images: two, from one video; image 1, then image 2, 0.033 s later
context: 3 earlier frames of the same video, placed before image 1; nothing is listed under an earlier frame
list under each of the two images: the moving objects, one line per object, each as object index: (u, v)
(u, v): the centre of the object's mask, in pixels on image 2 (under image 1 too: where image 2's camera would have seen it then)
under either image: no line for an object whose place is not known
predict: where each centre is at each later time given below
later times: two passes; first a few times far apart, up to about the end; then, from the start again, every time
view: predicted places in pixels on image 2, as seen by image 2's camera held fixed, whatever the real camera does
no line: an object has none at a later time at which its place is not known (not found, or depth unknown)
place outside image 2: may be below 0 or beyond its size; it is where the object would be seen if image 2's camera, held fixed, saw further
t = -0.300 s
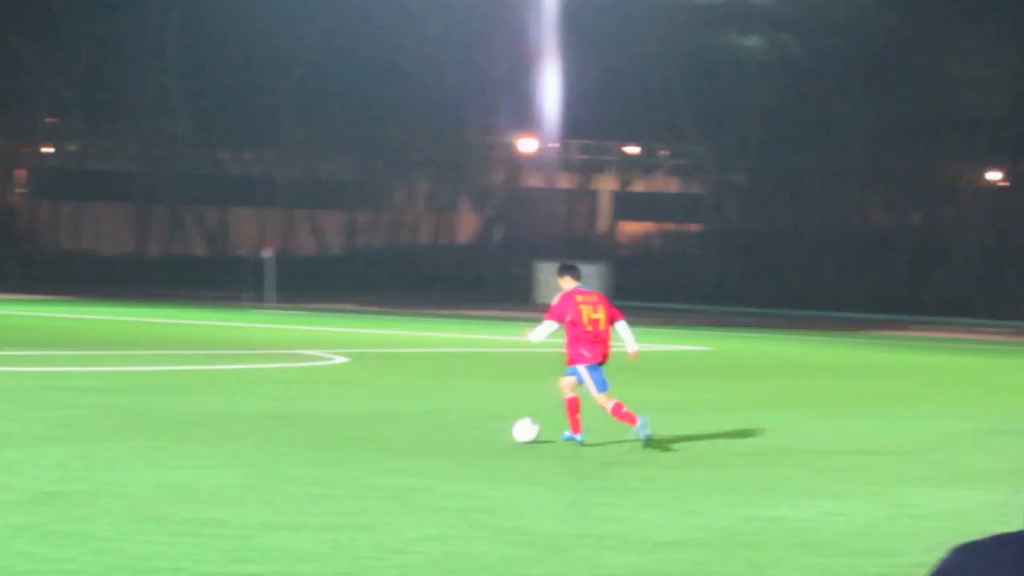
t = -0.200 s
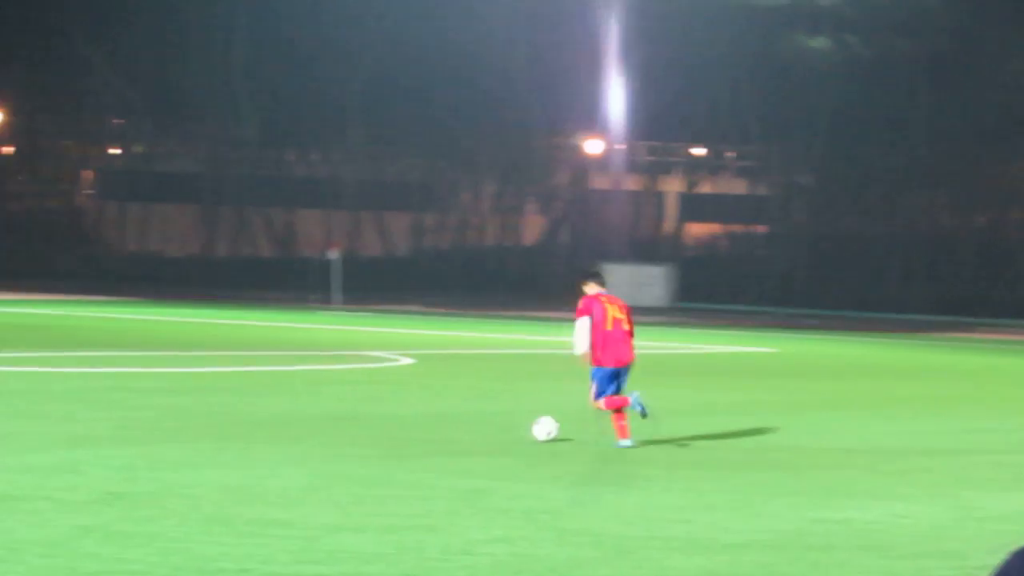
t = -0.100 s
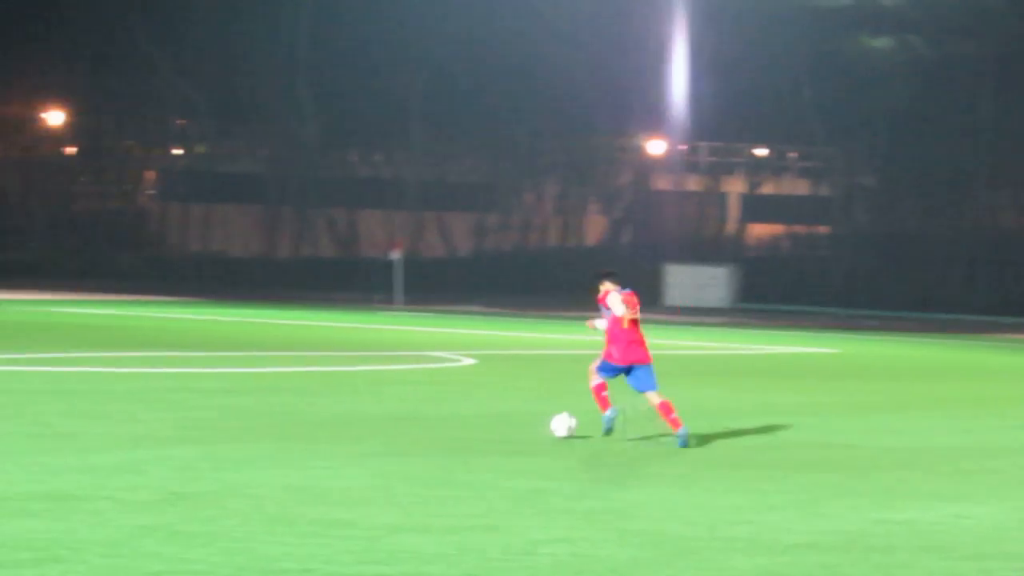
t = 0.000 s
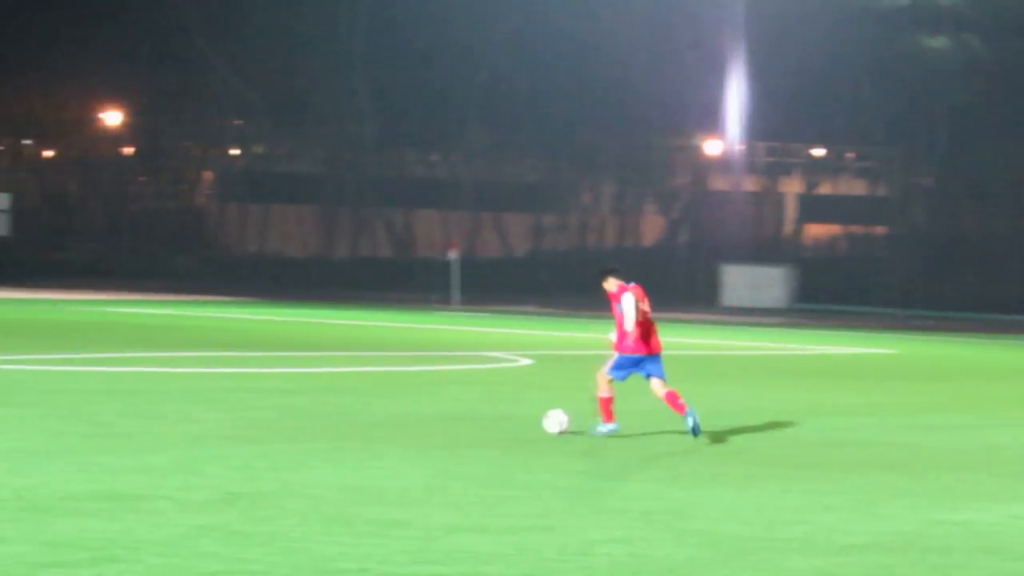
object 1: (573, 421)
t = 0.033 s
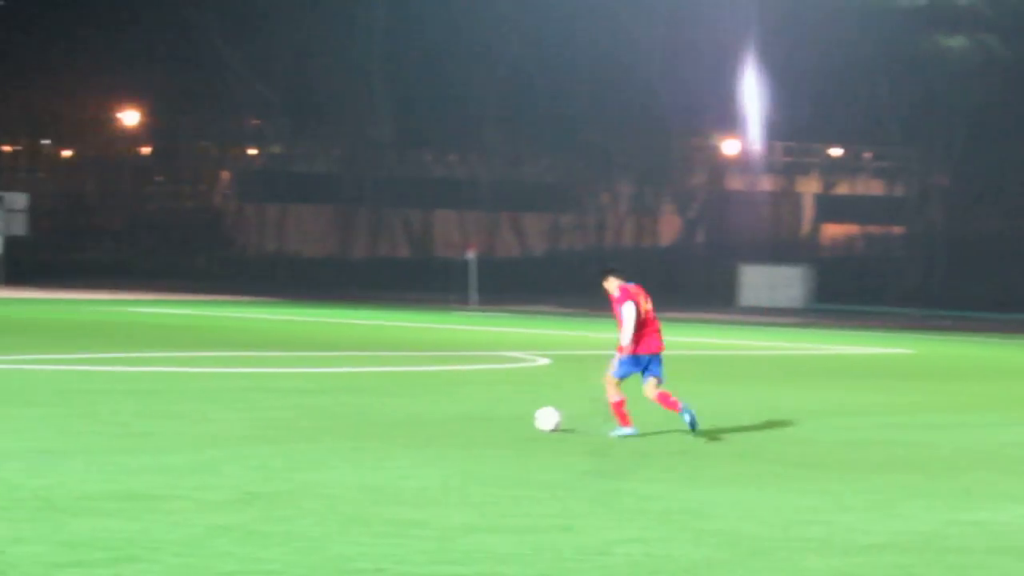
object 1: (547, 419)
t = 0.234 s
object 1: (406, 410)
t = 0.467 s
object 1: (273, 401)
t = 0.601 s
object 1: (208, 397)
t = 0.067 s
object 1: (521, 417)
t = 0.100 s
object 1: (497, 416)
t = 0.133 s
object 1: (473, 415)
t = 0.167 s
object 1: (450, 412)
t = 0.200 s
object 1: (427, 411)
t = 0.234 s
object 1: (406, 410)
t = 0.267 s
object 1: (385, 409)
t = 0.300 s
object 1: (365, 407)
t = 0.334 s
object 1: (346, 406)
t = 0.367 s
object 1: (327, 405)
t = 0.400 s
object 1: (308, 404)
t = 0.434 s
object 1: (290, 403)
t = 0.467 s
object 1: (273, 401)
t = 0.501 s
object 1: (256, 400)
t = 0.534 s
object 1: (239, 399)
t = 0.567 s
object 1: (223, 399)
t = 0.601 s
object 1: (208, 397)
